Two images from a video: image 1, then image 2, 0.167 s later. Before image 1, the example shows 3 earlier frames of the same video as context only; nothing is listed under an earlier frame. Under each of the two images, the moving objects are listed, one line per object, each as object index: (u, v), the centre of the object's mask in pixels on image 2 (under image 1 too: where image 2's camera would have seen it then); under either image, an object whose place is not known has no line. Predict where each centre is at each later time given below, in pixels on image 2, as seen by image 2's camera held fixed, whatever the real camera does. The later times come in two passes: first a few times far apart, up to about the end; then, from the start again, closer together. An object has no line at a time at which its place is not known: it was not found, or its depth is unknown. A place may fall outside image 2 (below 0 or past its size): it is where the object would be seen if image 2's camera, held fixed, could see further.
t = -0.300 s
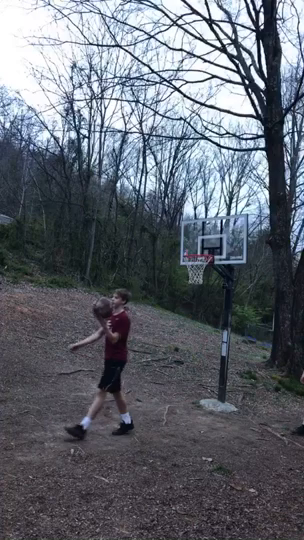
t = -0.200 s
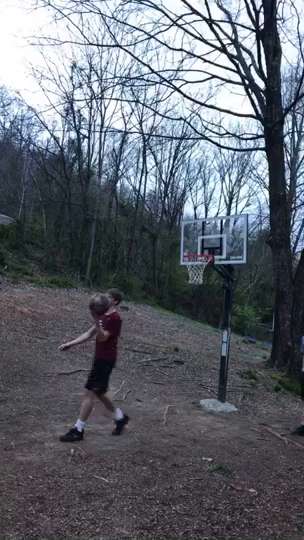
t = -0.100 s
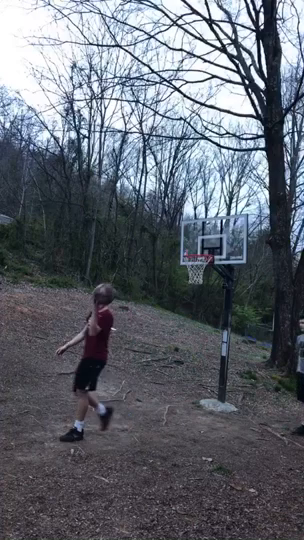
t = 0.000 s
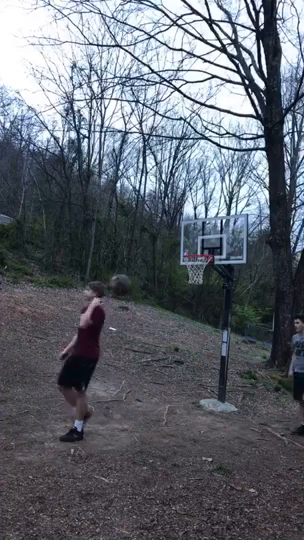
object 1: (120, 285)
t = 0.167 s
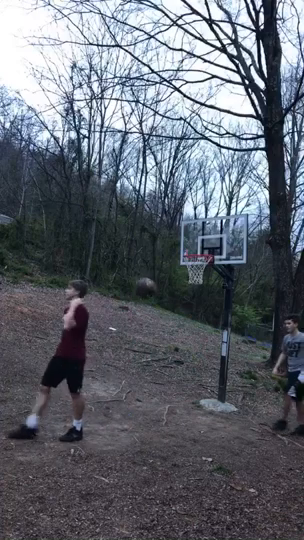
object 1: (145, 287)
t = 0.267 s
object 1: (158, 299)
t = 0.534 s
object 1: (186, 370)
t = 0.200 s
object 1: (150, 290)
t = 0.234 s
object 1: (153, 294)
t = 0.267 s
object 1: (158, 299)
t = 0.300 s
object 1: (162, 305)
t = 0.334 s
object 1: (166, 312)
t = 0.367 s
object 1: (170, 319)
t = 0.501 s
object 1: (183, 360)
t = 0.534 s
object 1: (186, 370)
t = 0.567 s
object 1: (190, 381)
